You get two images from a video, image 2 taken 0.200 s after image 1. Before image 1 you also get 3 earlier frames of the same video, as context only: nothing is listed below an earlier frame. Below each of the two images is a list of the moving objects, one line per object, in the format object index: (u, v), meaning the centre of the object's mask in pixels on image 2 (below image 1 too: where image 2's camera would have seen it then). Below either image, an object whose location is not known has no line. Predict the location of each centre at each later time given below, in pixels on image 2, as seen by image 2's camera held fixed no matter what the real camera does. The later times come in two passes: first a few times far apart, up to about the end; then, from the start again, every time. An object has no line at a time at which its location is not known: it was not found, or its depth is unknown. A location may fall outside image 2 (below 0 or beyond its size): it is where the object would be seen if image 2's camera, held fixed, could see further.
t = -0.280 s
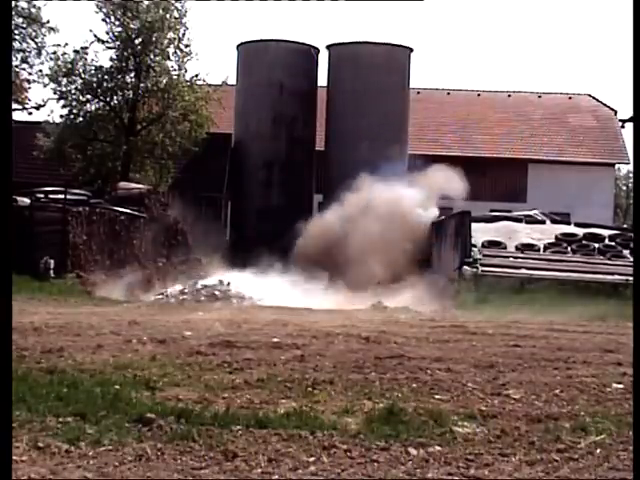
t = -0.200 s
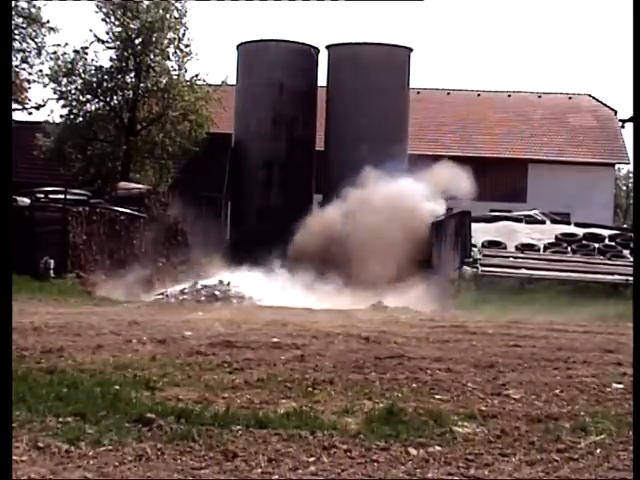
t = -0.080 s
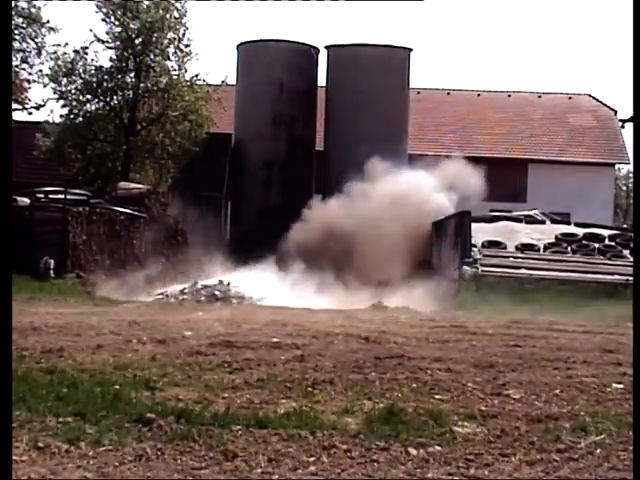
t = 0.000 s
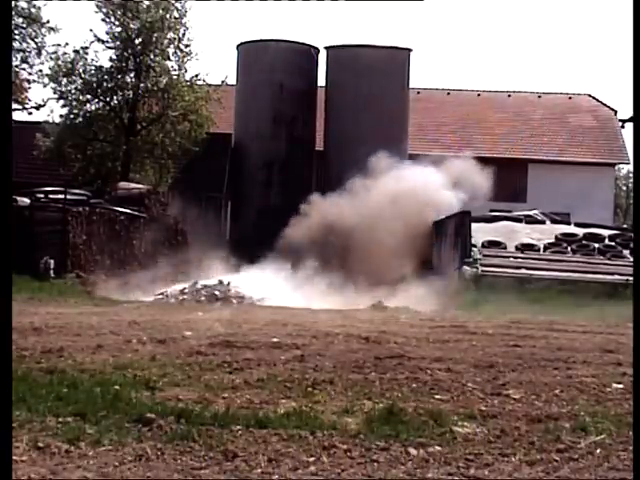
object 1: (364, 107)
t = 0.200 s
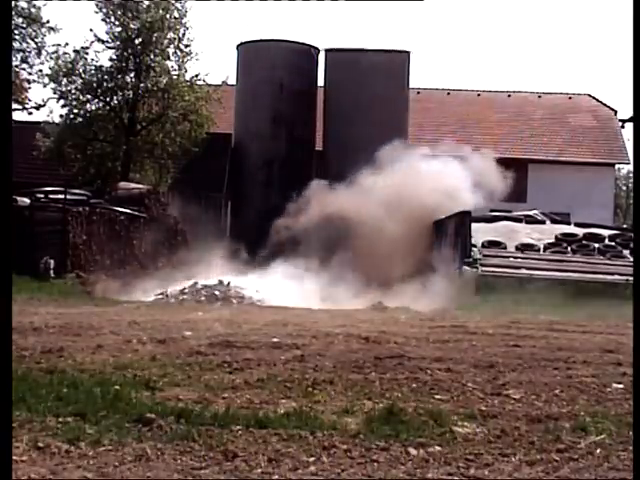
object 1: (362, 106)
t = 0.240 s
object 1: (362, 105)
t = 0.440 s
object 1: (363, 102)
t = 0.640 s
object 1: (362, 97)
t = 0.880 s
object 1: (360, 94)
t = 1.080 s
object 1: (358, 91)
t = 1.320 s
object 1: (348, 97)
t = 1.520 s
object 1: (356, 121)
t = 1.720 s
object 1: (338, 203)
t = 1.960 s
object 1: (324, 225)
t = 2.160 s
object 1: (316, 233)
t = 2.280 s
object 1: (311, 246)
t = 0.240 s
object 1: (362, 105)
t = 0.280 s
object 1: (362, 105)
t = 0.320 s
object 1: (362, 104)
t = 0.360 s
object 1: (362, 103)
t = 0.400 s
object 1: (362, 103)
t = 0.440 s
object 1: (363, 102)
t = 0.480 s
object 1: (362, 101)
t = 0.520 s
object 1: (362, 100)
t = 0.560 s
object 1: (362, 99)
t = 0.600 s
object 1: (362, 98)
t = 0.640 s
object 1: (362, 97)
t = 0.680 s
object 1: (362, 97)
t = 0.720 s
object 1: (361, 96)
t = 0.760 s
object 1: (361, 95)
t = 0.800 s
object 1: (361, 95)
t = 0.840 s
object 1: (360, 94)
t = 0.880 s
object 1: (360, 94)
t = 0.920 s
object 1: (359, 93)
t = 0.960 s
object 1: (358, 93)
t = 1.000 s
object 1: (358, 92)
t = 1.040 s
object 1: (358, 92)
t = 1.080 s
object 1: (358, 91)
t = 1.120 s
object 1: (359, 90)
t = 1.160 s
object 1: (357, 90)
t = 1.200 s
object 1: (355, 91)
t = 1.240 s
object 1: (354, 92)
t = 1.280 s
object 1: (350, 94)
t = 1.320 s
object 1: (348, 97)
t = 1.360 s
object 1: (341, 101)
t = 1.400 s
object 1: (341, 104)
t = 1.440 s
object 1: (337, 107)
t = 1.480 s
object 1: (322, 110)
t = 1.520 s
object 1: (356, 121)
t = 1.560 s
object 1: (351, 171)
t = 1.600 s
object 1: (346, 180)
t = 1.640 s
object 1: (344, 188)
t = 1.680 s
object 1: (340, 196)
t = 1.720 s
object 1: (338, 203)
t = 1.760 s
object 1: (335, 209)
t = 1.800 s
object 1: (333, 218)
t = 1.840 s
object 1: (331, 222)
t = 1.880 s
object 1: (330, 223)
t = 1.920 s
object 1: (326, 224)
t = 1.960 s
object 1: (324, 225)
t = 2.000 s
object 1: (325, 229)
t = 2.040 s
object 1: (325, 231)
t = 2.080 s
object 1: (323, 233)
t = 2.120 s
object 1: (318, 231)
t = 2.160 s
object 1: (316, 233)
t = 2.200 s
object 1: (319, 240)
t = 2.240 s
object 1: (313, 242)
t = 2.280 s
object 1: (311, 246)
